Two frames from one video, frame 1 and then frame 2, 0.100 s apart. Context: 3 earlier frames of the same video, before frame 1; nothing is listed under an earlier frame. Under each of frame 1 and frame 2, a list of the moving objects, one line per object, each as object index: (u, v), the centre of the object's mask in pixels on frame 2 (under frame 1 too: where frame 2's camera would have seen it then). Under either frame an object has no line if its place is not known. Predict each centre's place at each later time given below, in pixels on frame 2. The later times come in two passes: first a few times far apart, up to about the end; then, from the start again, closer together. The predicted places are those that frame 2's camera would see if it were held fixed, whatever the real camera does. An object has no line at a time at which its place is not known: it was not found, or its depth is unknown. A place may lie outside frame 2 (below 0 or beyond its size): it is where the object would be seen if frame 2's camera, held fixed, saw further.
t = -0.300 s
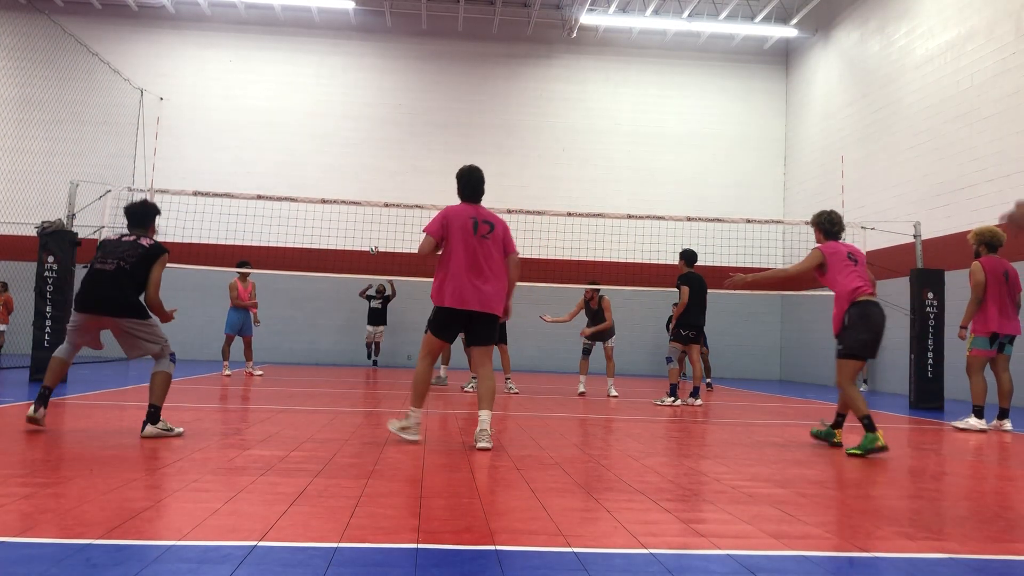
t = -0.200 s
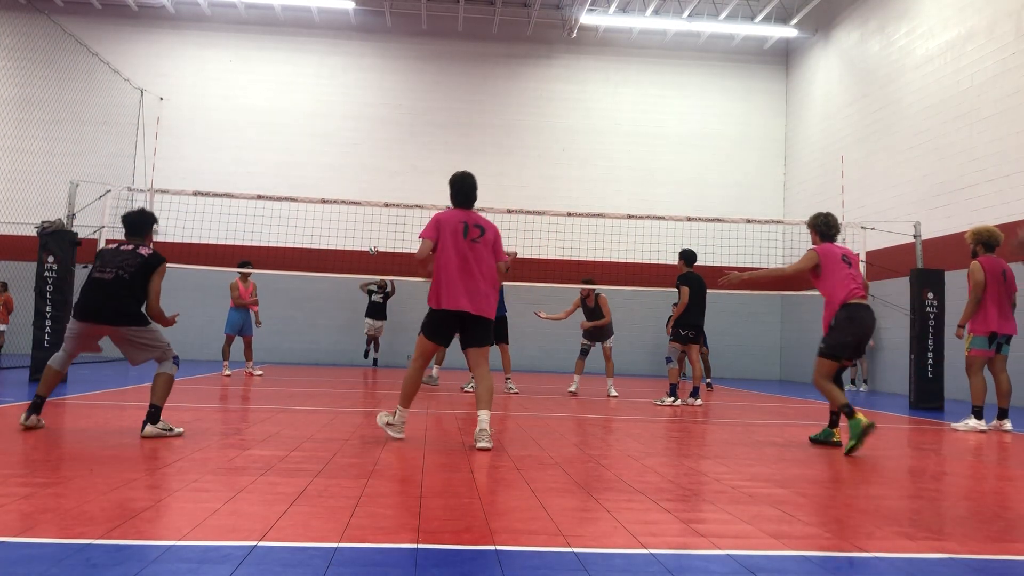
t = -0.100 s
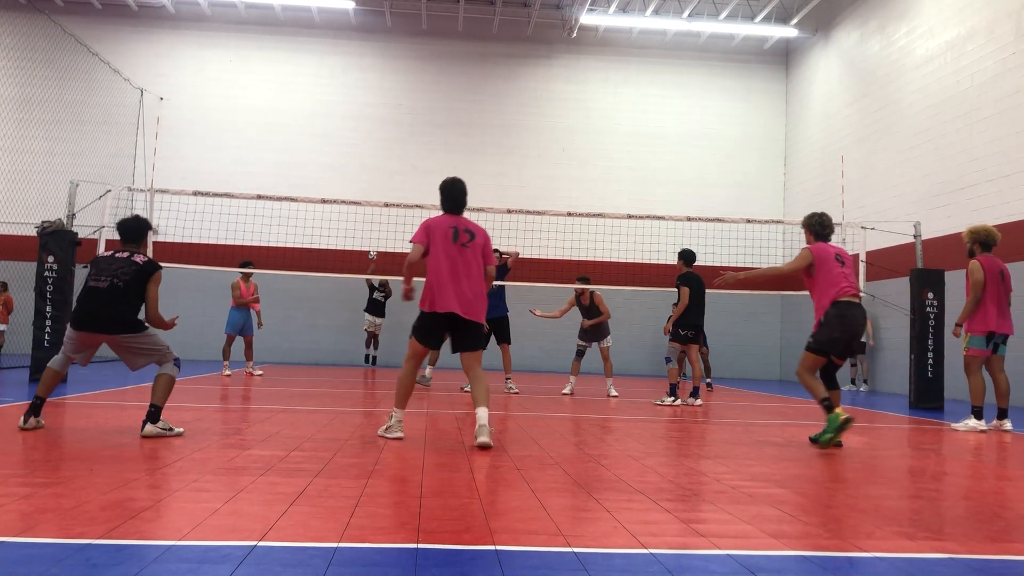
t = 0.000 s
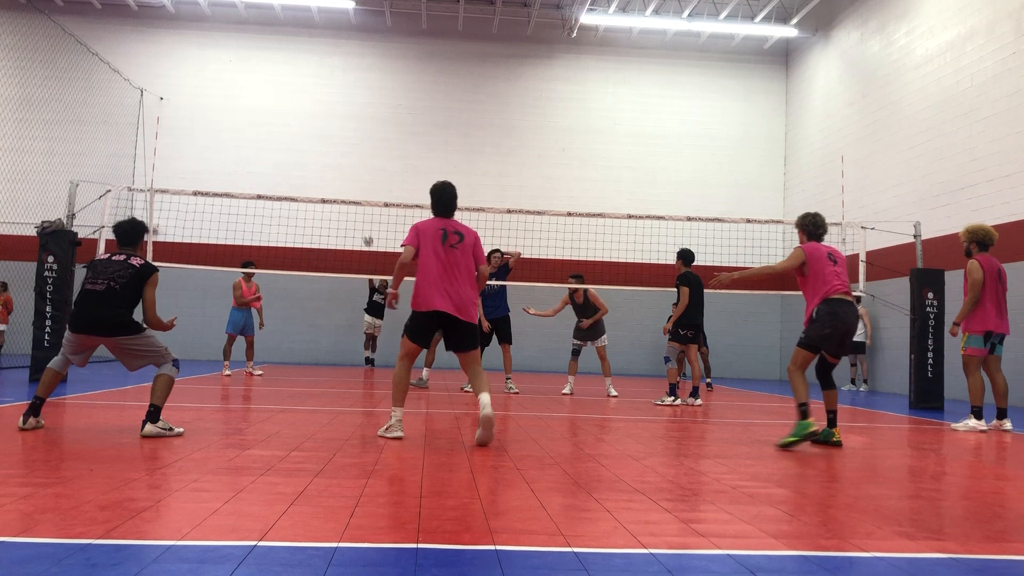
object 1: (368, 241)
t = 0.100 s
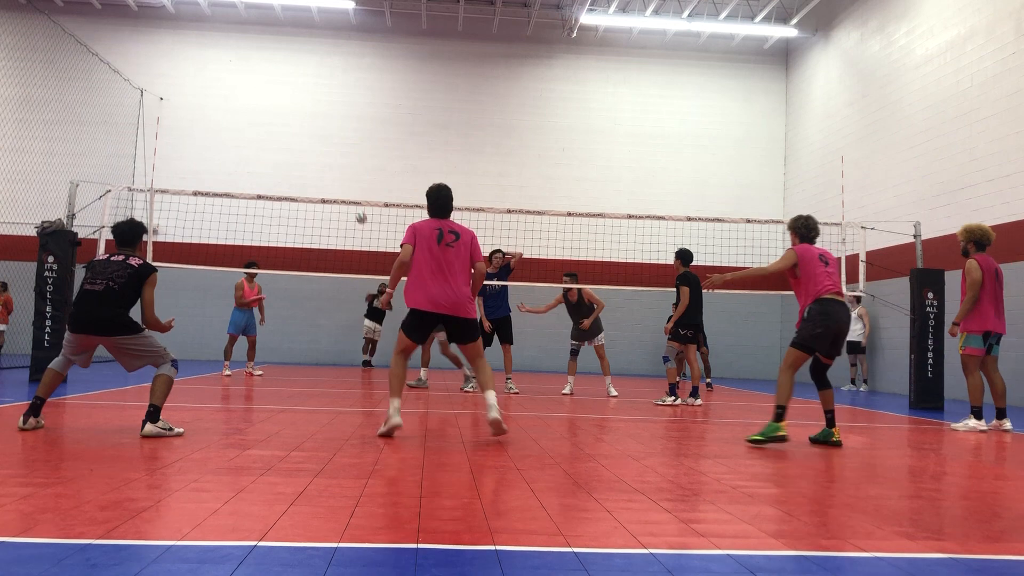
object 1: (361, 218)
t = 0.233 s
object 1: (353, 190)
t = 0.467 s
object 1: (339, 149)
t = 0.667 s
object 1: (325, 128)
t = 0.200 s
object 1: (355, 195)
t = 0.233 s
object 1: (353, 190)
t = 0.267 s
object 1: (351, 183)
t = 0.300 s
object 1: (349, 177)
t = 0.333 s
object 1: (346, 171)
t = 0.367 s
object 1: (344, 165)
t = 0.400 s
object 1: (343, 159)
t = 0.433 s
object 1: (341, 154)
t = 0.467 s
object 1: (339, 149)
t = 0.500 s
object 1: (336, 144)
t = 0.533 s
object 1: (334, 140)
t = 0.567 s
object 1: (332, 136)
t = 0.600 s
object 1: (329, 132)
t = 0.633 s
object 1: (327, 130)
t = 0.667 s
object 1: (325, 128)
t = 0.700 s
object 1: (323, 127)
